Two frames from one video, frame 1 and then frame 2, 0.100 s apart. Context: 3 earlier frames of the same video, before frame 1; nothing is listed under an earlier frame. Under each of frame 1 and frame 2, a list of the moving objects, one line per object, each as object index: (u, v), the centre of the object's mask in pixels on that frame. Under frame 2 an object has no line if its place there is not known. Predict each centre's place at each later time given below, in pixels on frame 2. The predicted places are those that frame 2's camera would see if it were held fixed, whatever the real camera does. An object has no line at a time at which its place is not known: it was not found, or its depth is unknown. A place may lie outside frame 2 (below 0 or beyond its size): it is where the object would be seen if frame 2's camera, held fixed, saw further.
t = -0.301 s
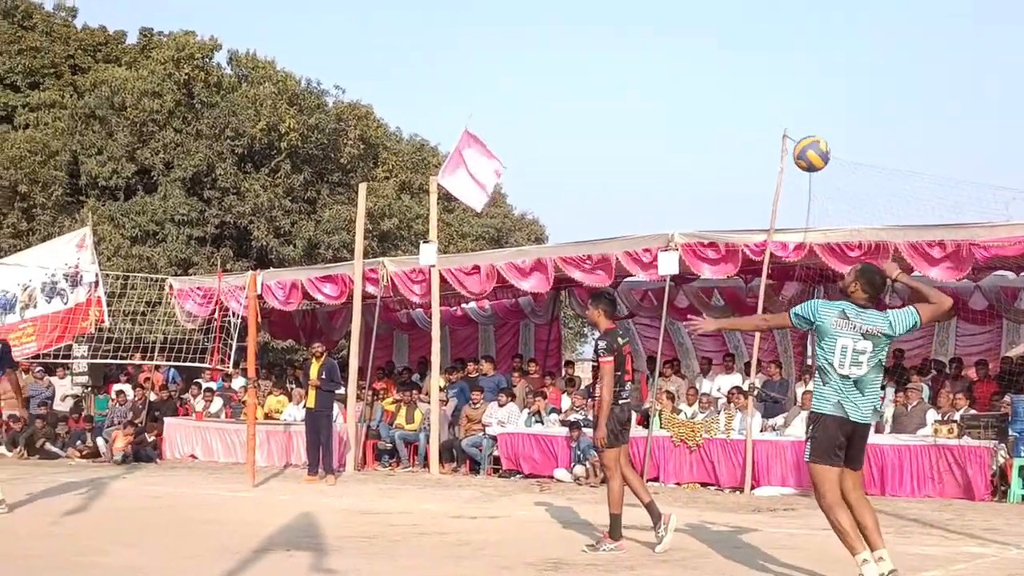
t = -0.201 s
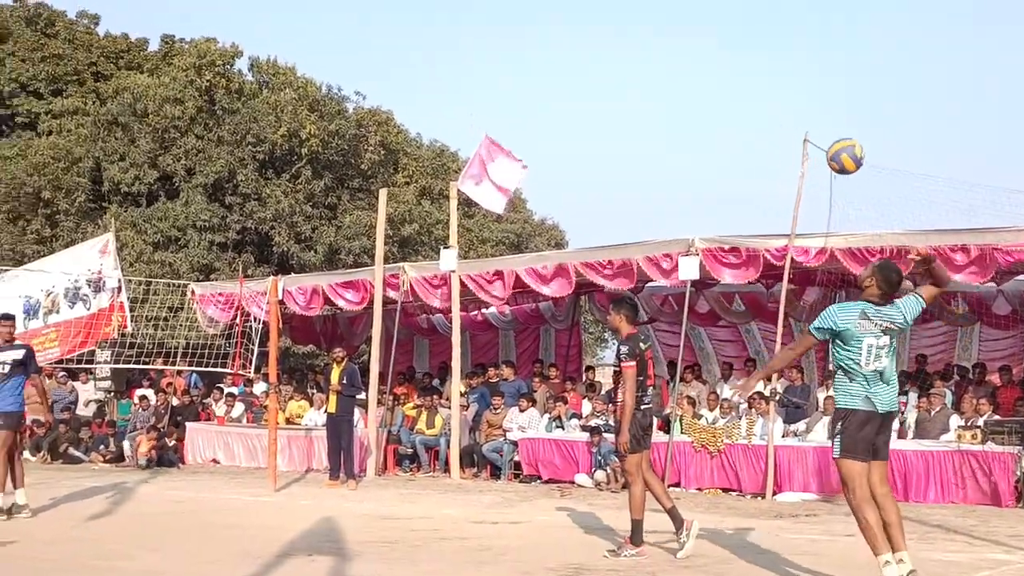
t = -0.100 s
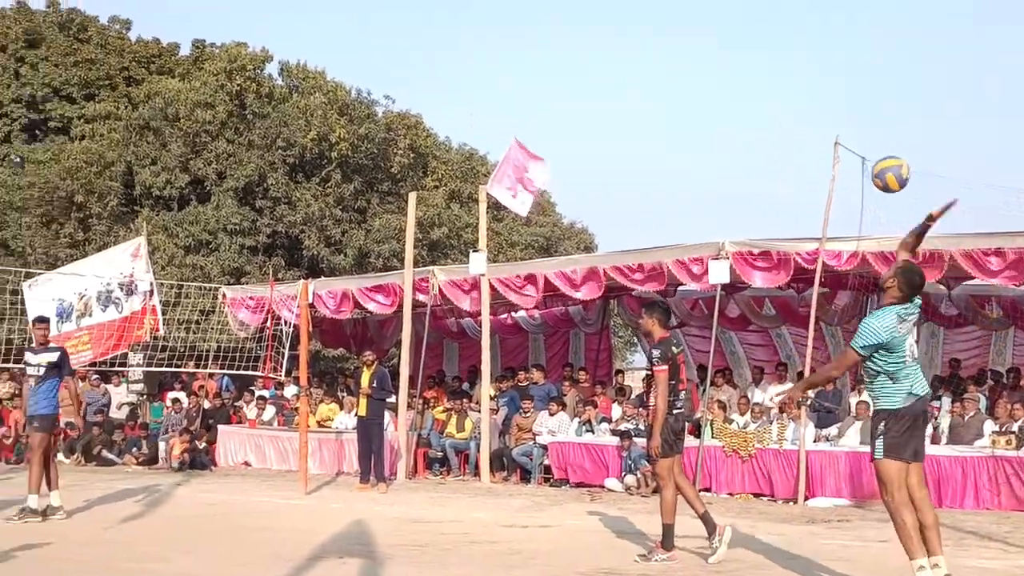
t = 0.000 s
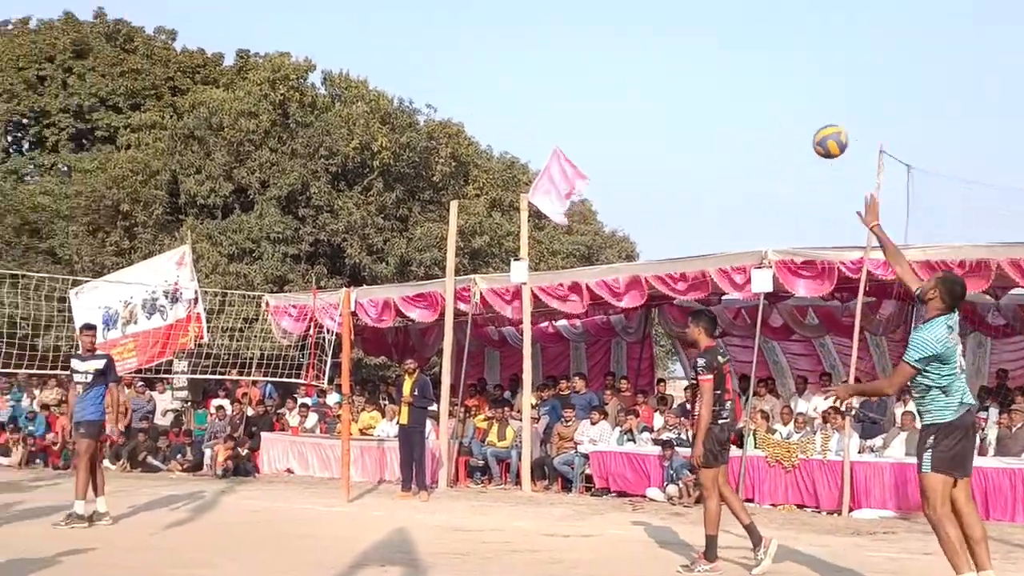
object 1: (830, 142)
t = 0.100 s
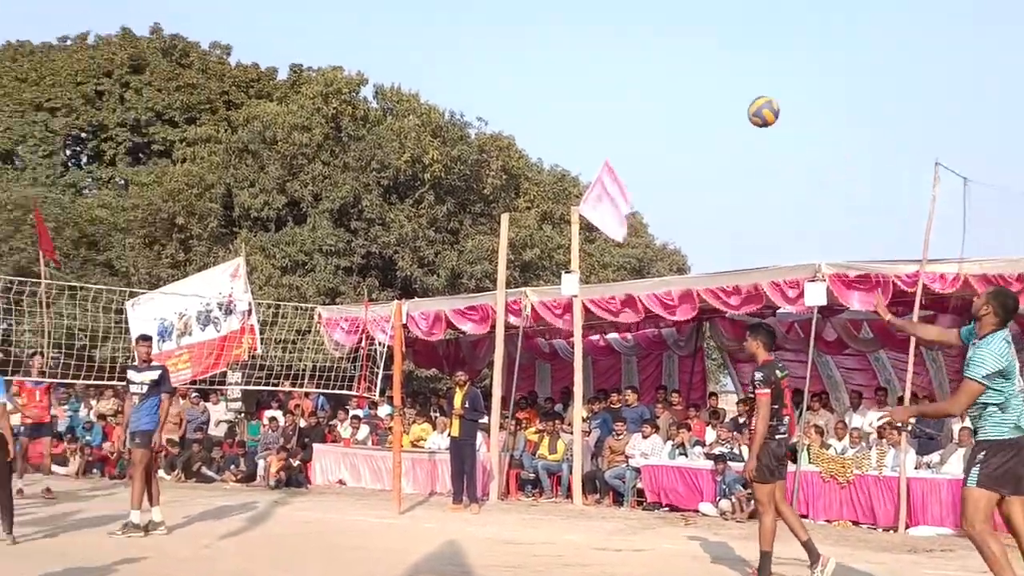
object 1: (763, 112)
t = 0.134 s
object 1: (726, 100)
